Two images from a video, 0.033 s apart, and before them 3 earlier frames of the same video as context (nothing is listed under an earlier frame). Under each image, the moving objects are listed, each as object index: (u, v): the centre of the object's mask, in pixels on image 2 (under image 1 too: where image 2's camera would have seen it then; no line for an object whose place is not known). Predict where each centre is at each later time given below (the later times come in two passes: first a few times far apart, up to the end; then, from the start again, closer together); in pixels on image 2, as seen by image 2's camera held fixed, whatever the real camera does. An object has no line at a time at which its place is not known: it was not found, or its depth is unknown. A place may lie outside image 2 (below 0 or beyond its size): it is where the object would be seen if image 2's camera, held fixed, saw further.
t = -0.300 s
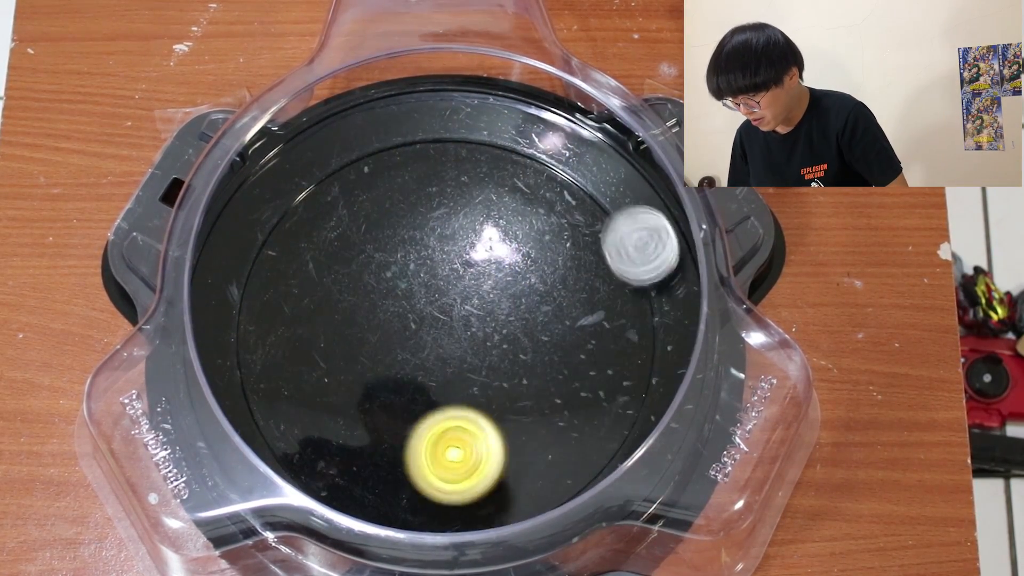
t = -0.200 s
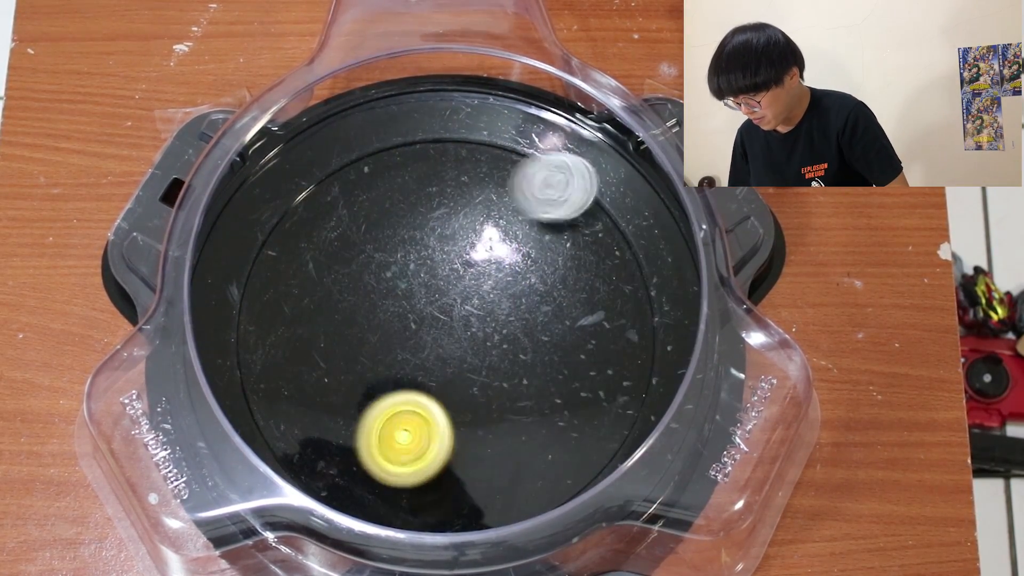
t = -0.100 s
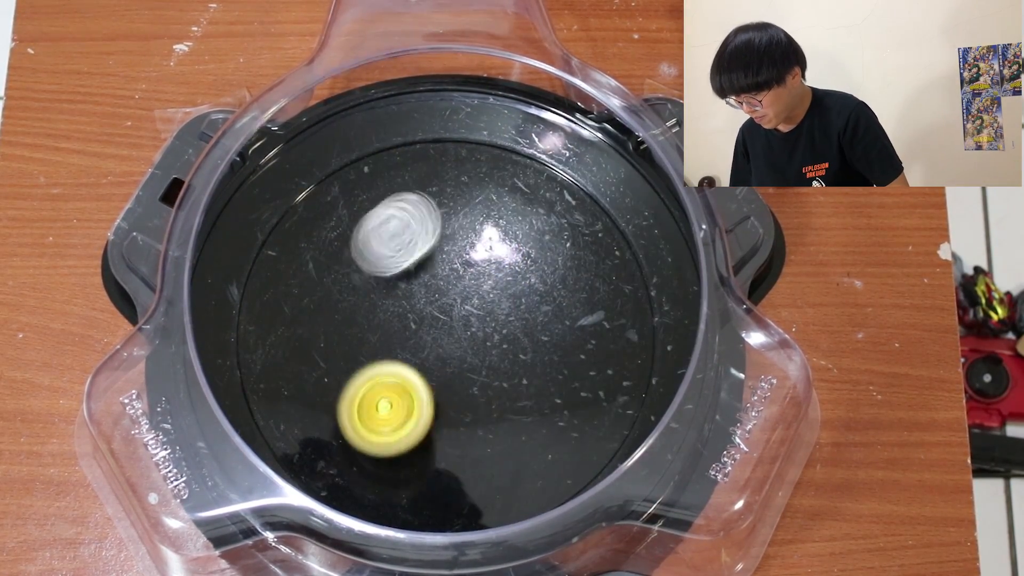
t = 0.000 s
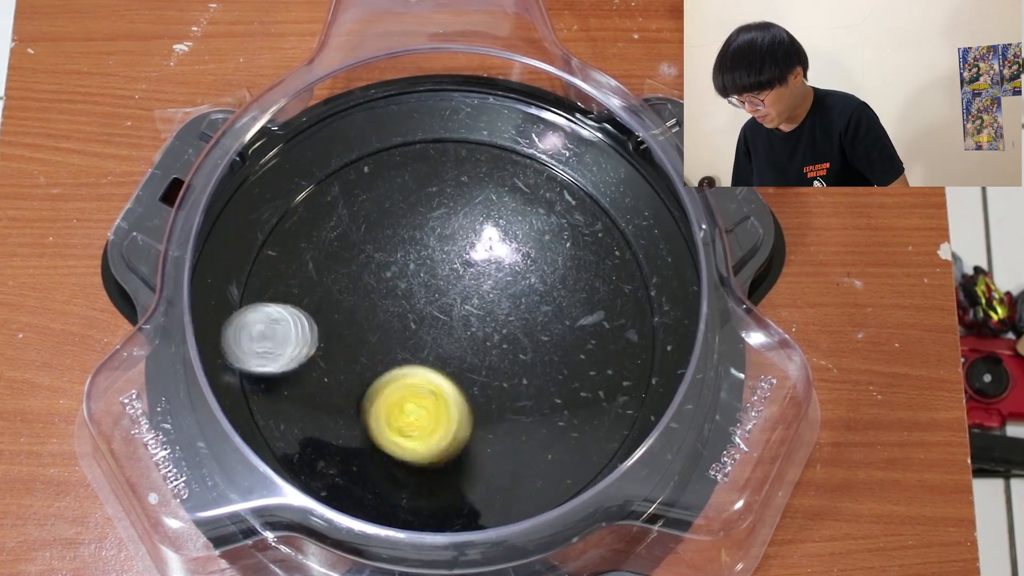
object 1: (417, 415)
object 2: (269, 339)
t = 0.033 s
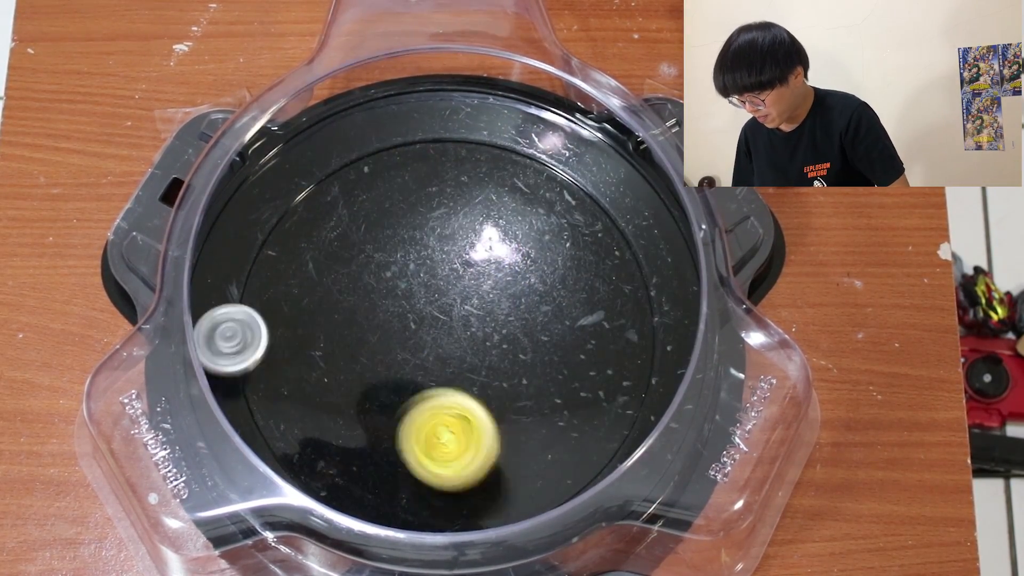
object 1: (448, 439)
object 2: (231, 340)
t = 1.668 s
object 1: (493, 273)
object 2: (368, 155)
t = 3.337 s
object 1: (457, 519)
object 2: (347, 318)
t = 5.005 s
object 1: (428, 430)
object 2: (347, 399)
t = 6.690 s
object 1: (569, 328)
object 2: (421, 312)
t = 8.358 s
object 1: (414, 354)
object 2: (509, 403)
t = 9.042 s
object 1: (446, 274)
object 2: (407, 410)
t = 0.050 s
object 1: (463, 451)
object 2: (229, 342)
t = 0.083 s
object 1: (491, 468)
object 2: (223, 350)
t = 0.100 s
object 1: (505, 474)
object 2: (221, 357)
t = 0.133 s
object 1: (529, 477)
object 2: (222, 373)
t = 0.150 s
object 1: (542, 476)
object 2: (222, 385)
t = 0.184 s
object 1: (560, 466)
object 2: (226, 414)
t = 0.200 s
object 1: (567, 459)
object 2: (229, 430)
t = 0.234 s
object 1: (581, 442)
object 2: (238, 465)
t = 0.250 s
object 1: (586, 432)
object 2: (244, 483)
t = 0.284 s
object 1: (593, 410)
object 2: (264, 520)
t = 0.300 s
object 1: (595, 400)
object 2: (274, 522)
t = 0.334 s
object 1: (596, 381)
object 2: (300, 508)
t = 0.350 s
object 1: (596, 372)
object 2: (313, 501)
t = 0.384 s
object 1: (590, 356)
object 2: (339, 486)
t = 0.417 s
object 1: (577, 343)
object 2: (359, 485)
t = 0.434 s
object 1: (570, 337)
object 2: (375, 481)
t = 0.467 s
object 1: (551, 326)
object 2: (410, 467)
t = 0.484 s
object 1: (540, 321)
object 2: (427, 455)
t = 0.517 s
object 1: (517, 315)
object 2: (457, 425)
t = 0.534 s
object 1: (505, 313)
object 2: (468, 407)
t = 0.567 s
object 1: (492, 296)
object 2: (469, 390)
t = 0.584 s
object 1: (491, 278)
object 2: (461, 389)
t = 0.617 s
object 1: (486, 242)
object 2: (446, 391)
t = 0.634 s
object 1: (483, 225)
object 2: (439, 394)
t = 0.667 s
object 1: (475, 196)
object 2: (424, 403)
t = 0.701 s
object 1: (466, 175)
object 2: (410, 414)
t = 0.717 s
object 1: (461, 166)
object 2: (404, 406)
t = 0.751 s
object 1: (449, 154)
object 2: (392, 391)
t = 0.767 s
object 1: (443, 149)
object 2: (386, 385)
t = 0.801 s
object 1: (429, 147)
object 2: (375, 377)
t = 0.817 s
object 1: (422, 148)
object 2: (371, 370)
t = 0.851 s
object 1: (406, 152)
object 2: (368, 339)
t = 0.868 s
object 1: (398, 156)
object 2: (367, 326)
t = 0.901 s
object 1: (384, 163)
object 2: (361, 298)
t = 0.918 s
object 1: (377, 168)
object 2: (356, 283)
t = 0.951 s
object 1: (365, 177)
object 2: (341, 261)
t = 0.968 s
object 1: (366, 173)
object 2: (327, 266)
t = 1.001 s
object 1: (367, 162)
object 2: (296, 281)
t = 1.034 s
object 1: (367, 156)
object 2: (269, 302)
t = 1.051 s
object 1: (366, 154)
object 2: (263, 315)
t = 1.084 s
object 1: (366, 156)
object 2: (254, 343)
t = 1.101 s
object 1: (366, 158)
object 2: (255, 359)
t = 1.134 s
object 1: (367, 166)
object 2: (265, 391)
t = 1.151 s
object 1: (367, 170)
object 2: (276, 405)
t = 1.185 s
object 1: (370, 181)
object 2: (305, 426)
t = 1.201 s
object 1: (370, 186)
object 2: (324, 434)
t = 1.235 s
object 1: (374, 198)
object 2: (367, 440)
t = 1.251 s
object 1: (375, 204)
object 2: (389, 438)
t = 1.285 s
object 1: (380, 216)
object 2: (433, 424)
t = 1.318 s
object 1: (387, 227)
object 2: (472, 399)
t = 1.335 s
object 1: (391, 231)
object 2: (487, 383)
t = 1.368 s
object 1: (403, 239)
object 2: (511, 345)
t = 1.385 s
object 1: (409, 242)
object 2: (519, 325)
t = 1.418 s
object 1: (423, 247)
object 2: (527, 283)
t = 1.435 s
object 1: (430, 249)
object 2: (526, 261)
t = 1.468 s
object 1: (442, 251)
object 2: (520, 215)
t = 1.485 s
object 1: (443, 254)
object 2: (518, 193)
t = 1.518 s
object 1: (449, 259)
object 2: (505, 153)
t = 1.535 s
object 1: (452, 263)
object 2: (493, 142)
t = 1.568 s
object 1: (461, 267)
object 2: (460, 146)
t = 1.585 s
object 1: (466, 269)
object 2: (443, 152)
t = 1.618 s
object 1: (476, 271)
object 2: (411, 155)
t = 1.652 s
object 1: (487, 272)
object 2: (382, 154)
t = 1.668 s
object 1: (493, 273)
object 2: (368, 155)
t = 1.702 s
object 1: (504, 272)
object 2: (340, 166)
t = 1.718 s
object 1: (508, 272)
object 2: (326, 174)
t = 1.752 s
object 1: (516, 272)
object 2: (300, 197)
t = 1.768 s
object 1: (520, 271)
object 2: (290, 213)
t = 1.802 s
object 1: (525, 270)
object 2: (281, 248)
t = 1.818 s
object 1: (526, 269)
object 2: (281, 267)
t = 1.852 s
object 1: (528, 268)
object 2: (294, 305)
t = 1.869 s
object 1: (528, 268)
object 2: (305, 323)
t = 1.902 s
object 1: (527, 269)
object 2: (338, 354)
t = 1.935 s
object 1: (524, 271)
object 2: (379, 376)
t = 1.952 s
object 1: (523, 271)
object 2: (402, 382)
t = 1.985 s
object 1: (518, 276)
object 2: (447, 386)
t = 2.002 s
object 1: (515, 278)
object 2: (470, 383)
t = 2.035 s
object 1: (509, 285)
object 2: (512, 371)
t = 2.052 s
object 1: (506, 283)
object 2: (531, 369)
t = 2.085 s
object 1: (499, 279)
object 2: (566, 362)
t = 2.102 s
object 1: (495, 278)
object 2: (580, 354)
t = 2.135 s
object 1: (486, 277)
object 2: (608, 331)
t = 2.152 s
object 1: (481, 278)
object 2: (619, 318)
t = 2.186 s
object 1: (469, 282)
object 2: (636, 287)
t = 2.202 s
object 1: (463, 285)
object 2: (636, 270)
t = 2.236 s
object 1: (453, 293)
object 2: (614, 242)
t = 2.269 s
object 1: (445, 303)
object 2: (596, 217)
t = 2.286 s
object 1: (443, 309)
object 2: (588, 204)
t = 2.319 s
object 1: (439, 323)
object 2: (563, 183)
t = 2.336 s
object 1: (438, 330)
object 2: (544, 176)
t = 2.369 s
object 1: (439, 344)
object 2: (506, 170)
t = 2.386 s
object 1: (440, 351)
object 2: (488, 170)
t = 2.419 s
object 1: (447, 363)
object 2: (453, 180)
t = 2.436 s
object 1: (451, 369)
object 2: (438, 189)
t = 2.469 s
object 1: (461, 378)
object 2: (409, 216)
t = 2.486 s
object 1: (467, 381)
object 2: (399, 233)
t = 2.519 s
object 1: (480, 384)
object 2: (385, 272)
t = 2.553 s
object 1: (493, 383)
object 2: (383, 312)
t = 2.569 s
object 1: (500, 380)
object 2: (387, 332)
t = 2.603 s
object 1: (510, 373)
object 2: (402, 369)
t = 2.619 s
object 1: (513, 367)
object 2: (413, 385)
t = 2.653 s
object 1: (518, 355)
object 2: (443, 413)
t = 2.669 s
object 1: (518, 349)
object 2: (461, 423)
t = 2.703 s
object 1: (516, 338)
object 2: (501, 438)
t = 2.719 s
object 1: (514, 333)
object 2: (522, 441)
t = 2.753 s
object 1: (505, 322)
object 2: (563, 440)
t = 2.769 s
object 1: (499, 317)
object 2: (583, 435)
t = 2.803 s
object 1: (485, 309)
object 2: (618, 416)
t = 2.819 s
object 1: (477, 306)
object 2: (629, 401)
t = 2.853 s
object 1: (461, 302)
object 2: (633, 364)
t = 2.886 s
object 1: (445, 301)
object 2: (638, 326)
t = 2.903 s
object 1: (437, 302)
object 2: (638, 309)
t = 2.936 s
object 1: (421, 305)
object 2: (632, 278)
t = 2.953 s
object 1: (414, 308)
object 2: (625, 265)
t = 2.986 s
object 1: (399, 315)
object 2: (604, 240)
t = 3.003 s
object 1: (393, 320)
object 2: (590, 230)
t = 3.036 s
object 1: (383, 330)
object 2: (557, 217)
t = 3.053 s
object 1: (379, 337)
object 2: (537, 215)
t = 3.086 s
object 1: (374, 350)
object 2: (496, 218)
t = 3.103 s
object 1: (373, 357)
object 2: (476, 224)
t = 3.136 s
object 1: (372, 370)
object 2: (437, 245)
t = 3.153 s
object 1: (375, 376)
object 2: (419, 258)
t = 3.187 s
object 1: (381, 388)
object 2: (390, 290)
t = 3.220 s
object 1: (392, 400)
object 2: (370, 323)
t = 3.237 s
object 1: (397, 413)
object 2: (364, 332)
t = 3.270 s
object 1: (416, 459)
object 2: (357, 320)
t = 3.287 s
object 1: (427, 478)
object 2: (353, 316)
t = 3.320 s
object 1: (448, 508)
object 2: (348, 315)
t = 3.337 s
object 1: (457, 519)
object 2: (347, 318)
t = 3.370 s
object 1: (475, 532)
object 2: (344, 331)
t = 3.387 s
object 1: (486, 537)
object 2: (344, 340)
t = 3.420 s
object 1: (504, 532)
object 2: (348, 361)
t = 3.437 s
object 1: (510, 526)
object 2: (354, 373)
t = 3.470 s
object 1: (524, 516)
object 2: (368, 396)
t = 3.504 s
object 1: (535, 505)
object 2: (390, 415)
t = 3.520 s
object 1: (541, 499)
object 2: (405, 422)
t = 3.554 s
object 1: (551, 489)
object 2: (436, 429)
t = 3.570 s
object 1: (557, 484)
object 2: (451, 429)
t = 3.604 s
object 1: (566, 472)
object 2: (482, 420)
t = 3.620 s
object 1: (569, 463)
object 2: (496, 412)
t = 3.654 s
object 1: (575, 448)
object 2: (519, 389)
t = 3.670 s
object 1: (579, 440)
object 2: (528, 375)
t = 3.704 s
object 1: (581, 422)
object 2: (539, 347)
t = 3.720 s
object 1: (582, 413)
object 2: (541, 332)
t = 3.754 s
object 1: (580, 395)
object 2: (537, 303)
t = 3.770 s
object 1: (578, 386)
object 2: (532, 289)
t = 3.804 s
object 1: (574, 369)
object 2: (518, 268)
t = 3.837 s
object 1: (568, 352)
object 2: (494, 246)
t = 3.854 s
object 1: (565, 345)
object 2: (480, 237)
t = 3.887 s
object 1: (557, 330)
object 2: (449, 224)
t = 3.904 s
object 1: (553, 324)
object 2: (433, 222)
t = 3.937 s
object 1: (545, 311)
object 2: (401, 223)
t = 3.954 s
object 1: (541, 304)
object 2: (385, 228)
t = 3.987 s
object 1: (532, 292)
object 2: (357, 242)
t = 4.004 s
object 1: (528, 287)
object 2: (344, 252)
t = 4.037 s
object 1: (520, 277)
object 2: (324, 279)
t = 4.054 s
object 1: (515, 272)
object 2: (316, 294)
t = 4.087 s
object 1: (507, 262)
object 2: (311, 328)
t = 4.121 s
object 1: (499, 253)
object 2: (315, 361)
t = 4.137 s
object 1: (494, 248)
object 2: (321, 378)
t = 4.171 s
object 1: (487, 240)
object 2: (341, 407)
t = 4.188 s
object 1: (484, 237)
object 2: (354, 419)
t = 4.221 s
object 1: (477, 229)
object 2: (386, 437)
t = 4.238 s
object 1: (473, 226)
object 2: (403, 443)
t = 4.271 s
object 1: (465, 219)
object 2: (440, 446)
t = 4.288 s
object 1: (463, 215)
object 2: (458, 443)
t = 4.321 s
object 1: (455, 210)
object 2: (493, 431)
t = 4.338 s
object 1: (451, 208)
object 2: (509, 422)
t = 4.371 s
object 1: (443, 203)
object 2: (535, 400)
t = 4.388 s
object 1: (438, 200)
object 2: (546, 386)
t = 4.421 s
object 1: (428, 196)
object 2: (561, 355)
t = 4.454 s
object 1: (418, 194)
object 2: (567, 323)
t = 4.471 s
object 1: (412, 194)
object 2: (566, 306)
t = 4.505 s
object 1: (400, 196)
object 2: (560, 274)
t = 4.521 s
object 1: (394, 200)
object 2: (553, 260)
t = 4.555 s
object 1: (385, 210)
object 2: (535, 234)
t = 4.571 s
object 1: (381, 216)
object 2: (522, 223)
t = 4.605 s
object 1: (376, 229)
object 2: (493, 204)
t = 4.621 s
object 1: (375, 235)
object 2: (478, 198)
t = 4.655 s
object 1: (375, 249)
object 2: (445, 193)
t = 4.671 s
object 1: (375, 256)
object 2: (430, 193)
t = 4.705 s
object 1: (373, 275)
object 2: (398, 197)
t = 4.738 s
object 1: (373, 296)
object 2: (371, 208)
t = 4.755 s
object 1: (372, 306)
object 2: (357, 217)
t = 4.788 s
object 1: (375, 325)
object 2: (337, 241)
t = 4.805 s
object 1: (377, 333)
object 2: (330, 255)
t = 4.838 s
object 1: (381, 348)
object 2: (320, 287)
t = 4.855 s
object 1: (385, 360)
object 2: (315, 298)
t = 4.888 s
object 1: (398, 382)
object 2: (306, 317)
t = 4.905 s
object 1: (404, 392)
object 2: (304, 329)
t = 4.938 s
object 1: (414, 409)
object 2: (310, 356)
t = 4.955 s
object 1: (419, 415)
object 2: (317, 369)
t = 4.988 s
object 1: (426, 425)
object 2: (337, 391)
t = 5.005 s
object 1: (428, 430)
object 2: (347, 399)
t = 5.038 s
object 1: (445, 444)
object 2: (349, 400)
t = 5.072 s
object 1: (458, 455)
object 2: (358, 401)
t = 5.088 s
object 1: (463, 460)
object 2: (365, 401)
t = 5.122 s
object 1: (471, 464)
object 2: (384, 399)
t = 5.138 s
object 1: (473, 466)
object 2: (393, 396)
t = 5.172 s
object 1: (475, 468)
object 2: (410, 384)
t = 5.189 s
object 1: (477, 468)
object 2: (416, 376)
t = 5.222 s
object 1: (478, 468)
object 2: (427, 358)
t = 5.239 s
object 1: (479, 467)
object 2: (430, 348)
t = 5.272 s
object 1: (477, 464)
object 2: (435, 326)
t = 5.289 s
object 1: (475, 463)
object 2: (435, 315)
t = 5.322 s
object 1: (473, 459)
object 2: (434, 294)
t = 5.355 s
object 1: (469, 454)
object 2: (426, 275)
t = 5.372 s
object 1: (465, 452)
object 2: (420, 266)
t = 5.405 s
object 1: (459, 447)
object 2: (404, 253)
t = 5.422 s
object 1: (455, 445)
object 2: (396, 250)
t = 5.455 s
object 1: (445, 439)
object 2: (378, 245)
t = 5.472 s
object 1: (441, 437)
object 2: (369, 245)
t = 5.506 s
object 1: (431, 431)
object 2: (350, 249)
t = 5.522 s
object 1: (427, 428)
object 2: (342, 255)
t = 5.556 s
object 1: (417, 421)
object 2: (328, 271)
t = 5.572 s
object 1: (413, 417)
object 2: (324, 281)
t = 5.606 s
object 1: (405, 410)
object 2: (323, 305)
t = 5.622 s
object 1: (401, 405)
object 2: (327, 317)
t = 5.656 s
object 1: (395, 398)
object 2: (339, 336)
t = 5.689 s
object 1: (400, 411)
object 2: (346, 326)
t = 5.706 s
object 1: (403, 417)
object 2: (347, 319)
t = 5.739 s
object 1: (411, 427)
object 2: (358, 308)
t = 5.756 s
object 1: (414, 428)
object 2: (364, 304)
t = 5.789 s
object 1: (419, 427)
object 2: (377, 297)
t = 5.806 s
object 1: (423, 423)
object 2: (384, 292)
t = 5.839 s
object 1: (428, 413)
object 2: (396, 279)
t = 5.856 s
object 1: (431, 409)
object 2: (401, 271)
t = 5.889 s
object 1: (435, 398)
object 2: (409, 255)
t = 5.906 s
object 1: (437, 393)
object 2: (411, 247)
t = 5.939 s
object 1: (441, 384)
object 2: (413, 230)
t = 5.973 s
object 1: (444, 374)
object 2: (410, 215)
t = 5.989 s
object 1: (446, 370)
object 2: (406, 209)
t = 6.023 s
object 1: (450, 360)
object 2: (397, 201)
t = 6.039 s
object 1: (451, 356)
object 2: (392, 200)
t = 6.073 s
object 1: (455, 346)
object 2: (383, 202)
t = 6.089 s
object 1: (456, 342)
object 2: (380, 206)
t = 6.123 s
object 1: (460, 333)
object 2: (377, 217)
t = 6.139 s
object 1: (461, 329)
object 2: (377, 225)
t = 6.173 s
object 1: (465, 319)
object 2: (381, 240)
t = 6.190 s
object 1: (466, 315)
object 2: (385, 249)
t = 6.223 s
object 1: (471, 307)
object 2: (397, 265)
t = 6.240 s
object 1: (475, 304)
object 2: (401, 269)
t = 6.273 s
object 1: (486, 302)
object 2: (406, 273)
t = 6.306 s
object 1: (493, 300)
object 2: (411, 274)
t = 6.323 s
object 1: (505, 301)
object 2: (404, 270)
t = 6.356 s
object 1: (522, 303)
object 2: (390, 264)
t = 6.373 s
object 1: (529, 305)
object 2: (386, 263)
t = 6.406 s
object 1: (539, 306)
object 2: (379, 263)
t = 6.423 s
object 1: (541, 307)
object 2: (376, 265)
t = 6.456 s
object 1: (547, 307)
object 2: (373, 269)
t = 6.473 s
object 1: (549, 307)
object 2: (373, 271)
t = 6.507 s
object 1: (554, 307)
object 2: (373, 278)
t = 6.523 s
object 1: (555, 308)
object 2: (374, 282)
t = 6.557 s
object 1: (559, 310)
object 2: (378, 292)
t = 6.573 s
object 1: (561, 311)
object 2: (382, 296)
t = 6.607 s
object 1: (564, 315)
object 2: (390, 304)
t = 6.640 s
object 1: (566, 318)
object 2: (401, 310)
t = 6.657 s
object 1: (567, 322)
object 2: (407, 311)
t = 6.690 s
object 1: (569, 328)
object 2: (421, 312)
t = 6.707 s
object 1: (568, 332)
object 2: (428, 313)
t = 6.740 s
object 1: (568, 339)
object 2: (441, 310)
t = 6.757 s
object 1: (567, 344)
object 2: (447, 308)
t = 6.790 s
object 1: (564, 351)
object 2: (460, 302)
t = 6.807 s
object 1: (561, 355)
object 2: (466, 299)
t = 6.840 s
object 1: (556, 362)
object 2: (477, 291)
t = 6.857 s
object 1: (553, 365)
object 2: (481, 287)
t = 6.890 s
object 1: (546, 370)
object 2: (487, 277)
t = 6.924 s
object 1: (538, 375)
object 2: (489, 266)
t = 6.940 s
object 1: (534, 376)
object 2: (488, 260)
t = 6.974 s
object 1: (525, 379)
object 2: (484, 252)
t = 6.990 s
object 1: (521, 380)
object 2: (480, 250)
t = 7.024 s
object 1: (512, 380)
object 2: (472, 249)
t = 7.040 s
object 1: (508, 381)
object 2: (466, 250)
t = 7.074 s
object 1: (499, 379)
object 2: (456, 254)
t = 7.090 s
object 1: (494, 379)
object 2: (453, 258)
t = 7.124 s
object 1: (486, 376)
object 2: (446, 268)
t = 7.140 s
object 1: (482, 375)
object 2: (442, 274)
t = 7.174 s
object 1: (475, 371)
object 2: (439, 288)
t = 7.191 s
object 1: (470, 370)
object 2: (439, 295)
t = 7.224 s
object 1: (465, 380)
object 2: (437, 290)
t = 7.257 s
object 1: (463, 392)
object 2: (435, 283)
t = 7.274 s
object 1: (463, 397)
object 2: (434, 282)
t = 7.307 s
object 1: (461, 402)
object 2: (434, 284)
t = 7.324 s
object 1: (459, 403)
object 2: (434, 285)
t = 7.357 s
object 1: (456, 402)
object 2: (437, 288)
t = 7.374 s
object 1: (452, 399)
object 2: (438, 289)
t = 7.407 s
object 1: (446, 393)
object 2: (441, 292)
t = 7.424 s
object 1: (442, 389)
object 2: (444, 294)
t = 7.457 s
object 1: (439, 383)
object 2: (447, 296)
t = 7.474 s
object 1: (436, 380)
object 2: (449, 297)
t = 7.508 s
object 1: (433, 373)
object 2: (453, 298)
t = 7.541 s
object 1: (427, 367)
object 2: (458, 297)
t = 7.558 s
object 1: (416, 366)
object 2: (462, 295)
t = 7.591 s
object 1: (397, 371)
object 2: (479, 289)
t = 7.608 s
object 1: (384, 372)
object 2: (487, 288)
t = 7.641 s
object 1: (366, 375)
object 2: (503, 289)
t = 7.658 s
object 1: (358, 376)
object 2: (508, 285)
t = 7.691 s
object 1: (346, 377)
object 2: (521, 282)
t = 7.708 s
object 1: (341, 377)
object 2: (527, 279)
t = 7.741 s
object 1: (335, 374)
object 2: (538, 275)
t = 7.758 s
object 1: (333, 374)
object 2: (541, 271)
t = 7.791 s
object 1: (330, 372)
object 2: (544, 266)
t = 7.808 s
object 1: (330, 371)
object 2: (545, 263)
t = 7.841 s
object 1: (328, 368)
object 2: (544, 259)
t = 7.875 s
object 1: (327, 364)
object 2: (541, 257)
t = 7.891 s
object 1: (327, 360)
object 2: (537, 256)
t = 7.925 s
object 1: (328, 353)
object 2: (531, 258)
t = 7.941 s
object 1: (329, 351)
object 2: (526, 259)
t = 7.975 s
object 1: (333, 346)
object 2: (516, 266)
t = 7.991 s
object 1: (337, 344)
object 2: (512, 270)
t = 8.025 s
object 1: (342, 342)
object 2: (504, 283)
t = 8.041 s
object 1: (345, 340)
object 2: (501, 288)
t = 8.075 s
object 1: (352, 340)
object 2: (494, 301)
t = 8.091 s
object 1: (354, 340)
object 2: (492, 308)
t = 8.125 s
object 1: (361, 340)
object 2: (488, 322)
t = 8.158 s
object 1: (366, 341)
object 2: (488, 337)
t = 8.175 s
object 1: (369, 341)
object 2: (487, 344)
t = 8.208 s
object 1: (374, 344)
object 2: (488, 358)
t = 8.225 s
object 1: (377, 344)
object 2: (489, 364)
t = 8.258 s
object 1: (384, 346)
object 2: (492, 377)
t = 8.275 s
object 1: (388, 347)
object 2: (494, 382)
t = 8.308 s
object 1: (398, 349)
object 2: (500, 393)
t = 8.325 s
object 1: (403, 351)
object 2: (503, 396)
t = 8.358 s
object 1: (414, 354)
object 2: (509, 403)
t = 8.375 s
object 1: (421, 356)
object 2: (513, 404)
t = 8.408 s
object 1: (433, 359)
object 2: (519, 405)
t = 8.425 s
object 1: (441, 359)
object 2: (522, 405)
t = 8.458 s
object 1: (450, 358)
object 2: (527, 404)
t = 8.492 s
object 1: (456, 354)
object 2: (531, 403)
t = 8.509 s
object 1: (458, 353)
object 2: (530, 402)
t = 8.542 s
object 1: (458, 347)
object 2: (529, 400)
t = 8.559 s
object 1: (459, 345)
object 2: (529, 399)
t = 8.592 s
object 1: (460, 341)
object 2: (528, 397)
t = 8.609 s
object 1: (461, 339)
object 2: (526, 396)
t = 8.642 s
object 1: (462, 334)
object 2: (523, 395)
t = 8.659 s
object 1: (463, 327)
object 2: (521, 399)
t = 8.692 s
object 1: (462, 321)
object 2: (517, 400)
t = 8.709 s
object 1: (460, 316)
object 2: (514, 401)
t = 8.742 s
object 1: (460, 310)
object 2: (504, 402)
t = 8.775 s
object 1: (460, 308)
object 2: (495, 404)
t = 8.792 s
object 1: (459, 305)
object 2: (490, 404)
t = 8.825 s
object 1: (459, 303)
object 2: (480, 405)
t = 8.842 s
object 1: (458, 302)
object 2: (474, 406)
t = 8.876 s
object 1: (455, 296)
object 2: (462, 407)
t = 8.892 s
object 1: (456, 293)
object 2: (457, 408)
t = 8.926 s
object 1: (456, 287)
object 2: (445, 408)
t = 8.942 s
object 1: (455, 286)
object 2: (440, 408)
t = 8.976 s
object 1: (453, 281)
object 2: (428, 410)
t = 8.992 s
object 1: (452, 278)
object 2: (423, 410)
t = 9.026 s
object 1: (448, 276)
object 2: (413, 410)
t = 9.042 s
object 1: (446, 274)
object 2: (407, 410)
